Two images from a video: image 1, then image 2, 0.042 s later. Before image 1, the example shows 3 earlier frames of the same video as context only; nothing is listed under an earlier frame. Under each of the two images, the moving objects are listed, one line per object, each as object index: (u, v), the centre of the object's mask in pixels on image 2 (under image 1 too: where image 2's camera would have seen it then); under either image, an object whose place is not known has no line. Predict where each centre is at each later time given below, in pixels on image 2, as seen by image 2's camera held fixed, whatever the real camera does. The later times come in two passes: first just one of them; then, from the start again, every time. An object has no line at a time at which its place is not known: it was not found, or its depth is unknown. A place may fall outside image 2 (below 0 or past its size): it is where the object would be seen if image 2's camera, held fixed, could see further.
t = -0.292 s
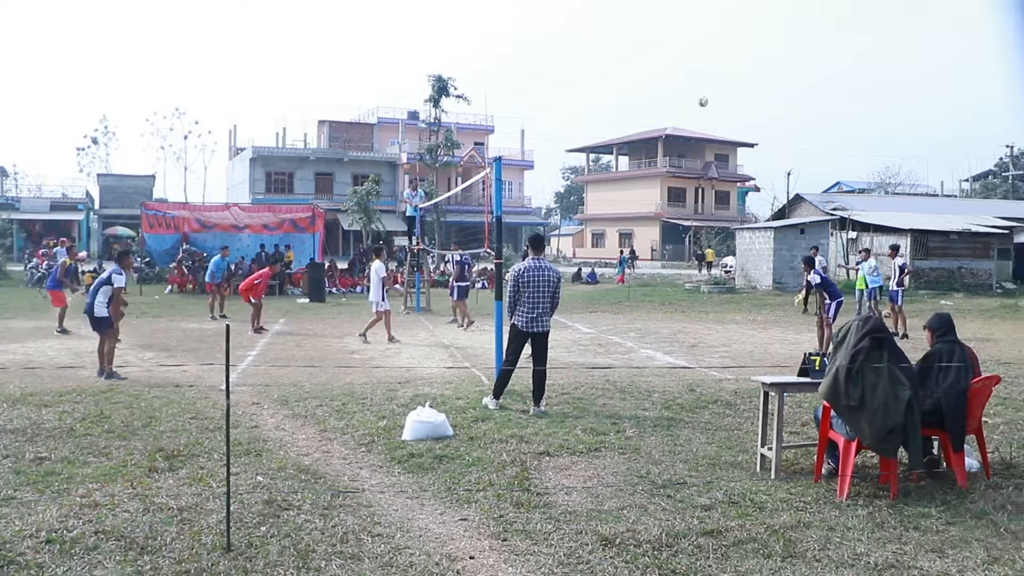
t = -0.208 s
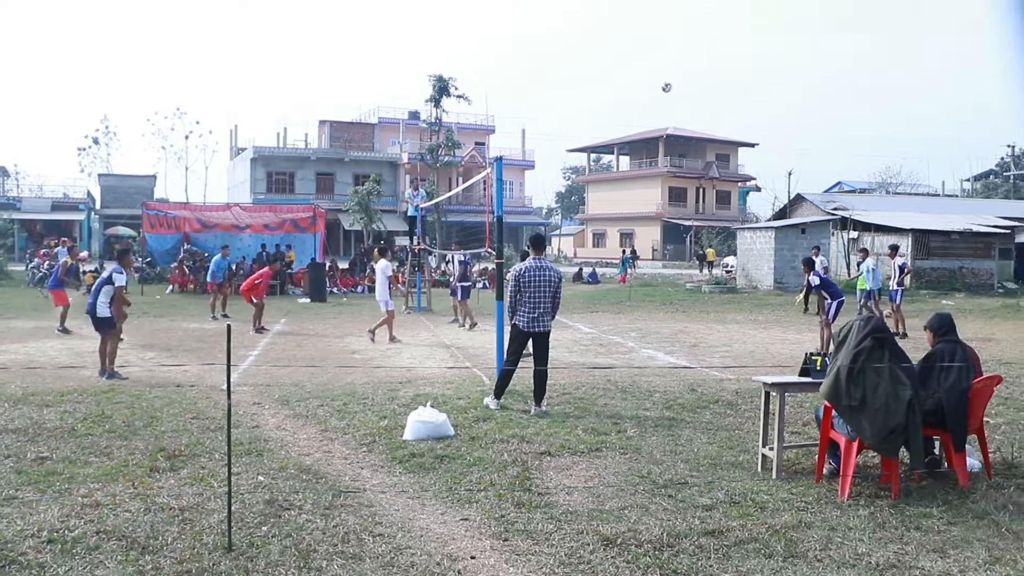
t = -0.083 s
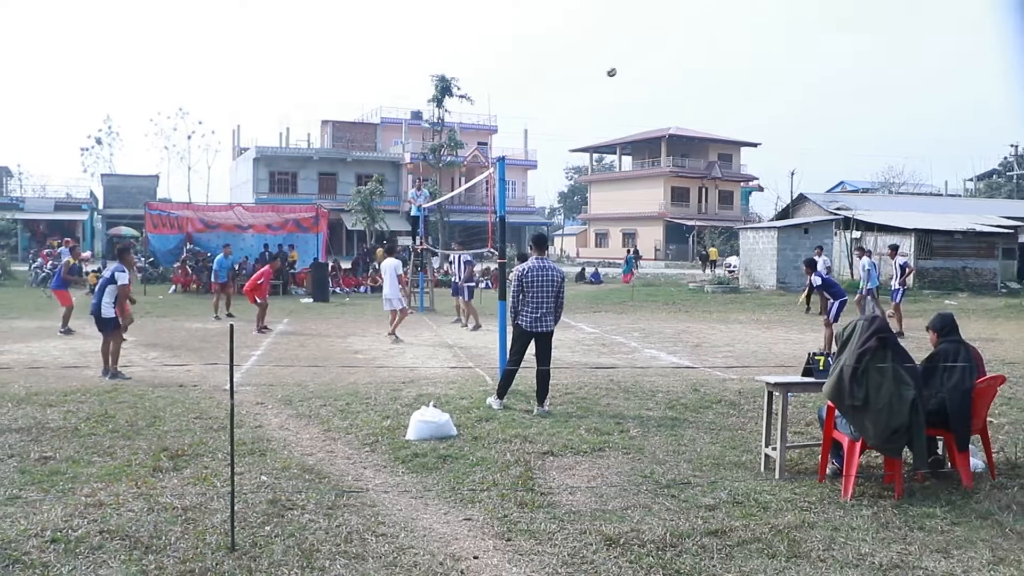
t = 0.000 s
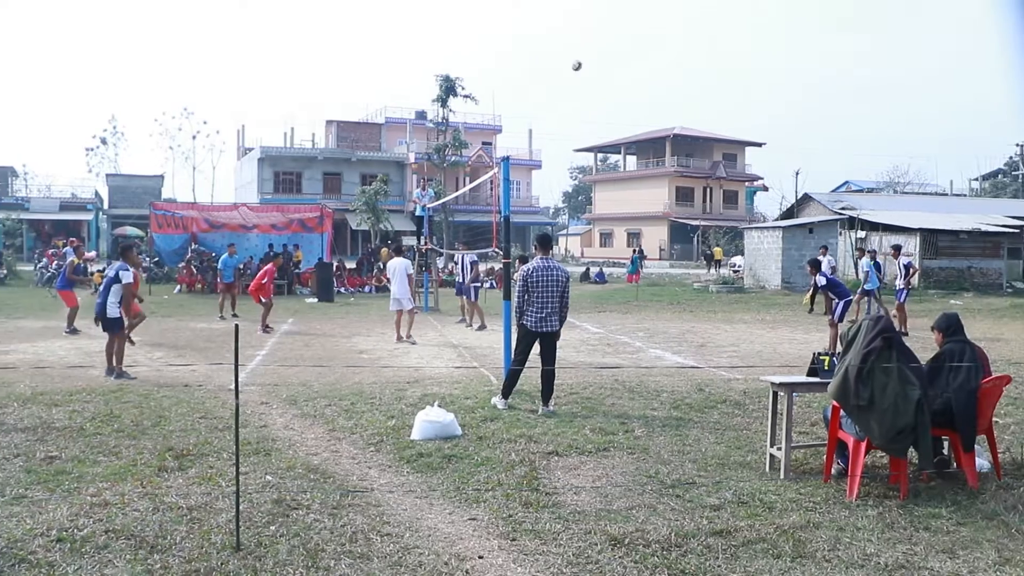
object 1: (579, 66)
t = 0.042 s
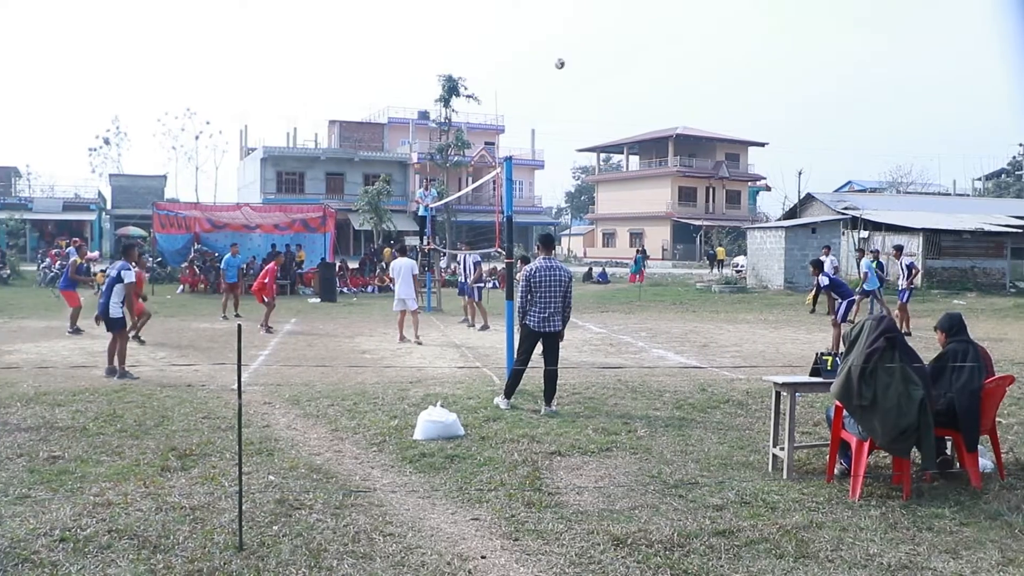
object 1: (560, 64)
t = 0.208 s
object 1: (480, 66)
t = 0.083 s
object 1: (540, 63)
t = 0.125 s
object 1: (520, 63)
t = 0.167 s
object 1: (500, 64)
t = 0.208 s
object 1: (480, 66)
